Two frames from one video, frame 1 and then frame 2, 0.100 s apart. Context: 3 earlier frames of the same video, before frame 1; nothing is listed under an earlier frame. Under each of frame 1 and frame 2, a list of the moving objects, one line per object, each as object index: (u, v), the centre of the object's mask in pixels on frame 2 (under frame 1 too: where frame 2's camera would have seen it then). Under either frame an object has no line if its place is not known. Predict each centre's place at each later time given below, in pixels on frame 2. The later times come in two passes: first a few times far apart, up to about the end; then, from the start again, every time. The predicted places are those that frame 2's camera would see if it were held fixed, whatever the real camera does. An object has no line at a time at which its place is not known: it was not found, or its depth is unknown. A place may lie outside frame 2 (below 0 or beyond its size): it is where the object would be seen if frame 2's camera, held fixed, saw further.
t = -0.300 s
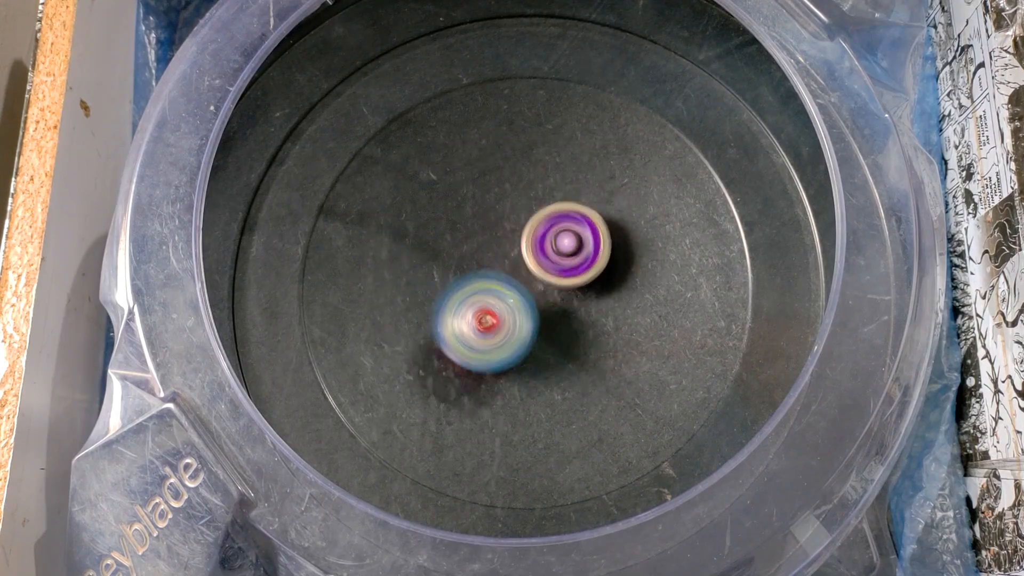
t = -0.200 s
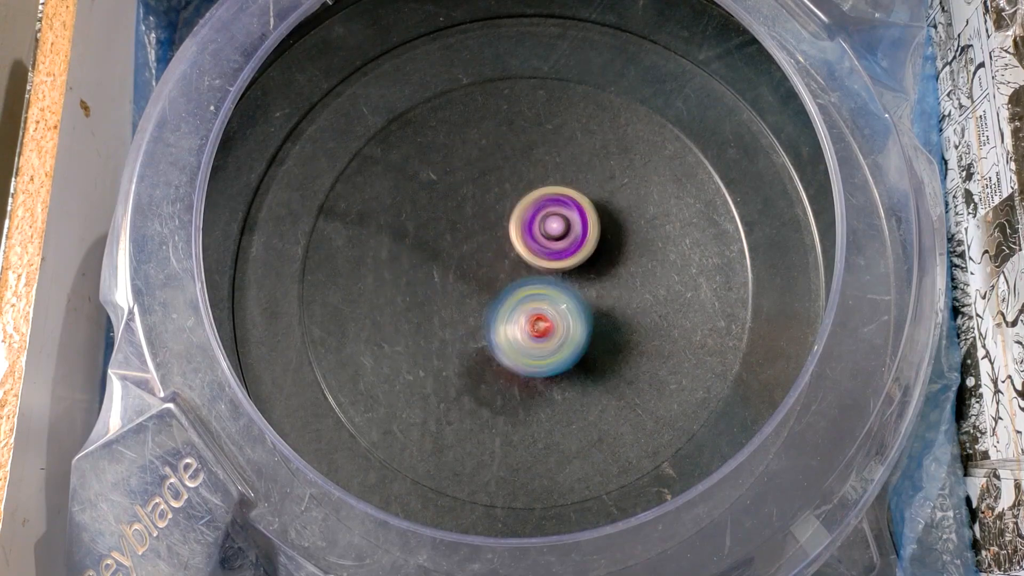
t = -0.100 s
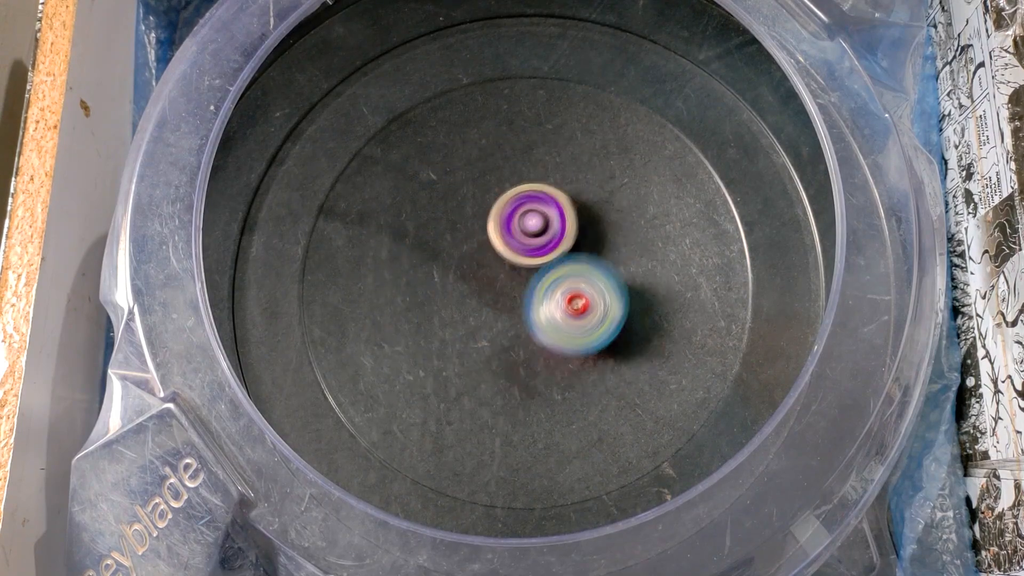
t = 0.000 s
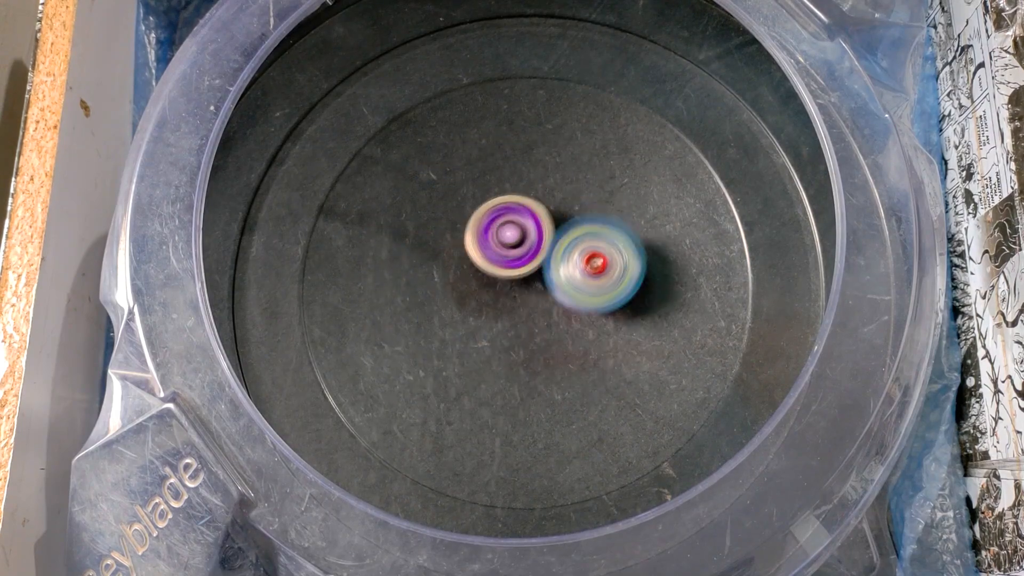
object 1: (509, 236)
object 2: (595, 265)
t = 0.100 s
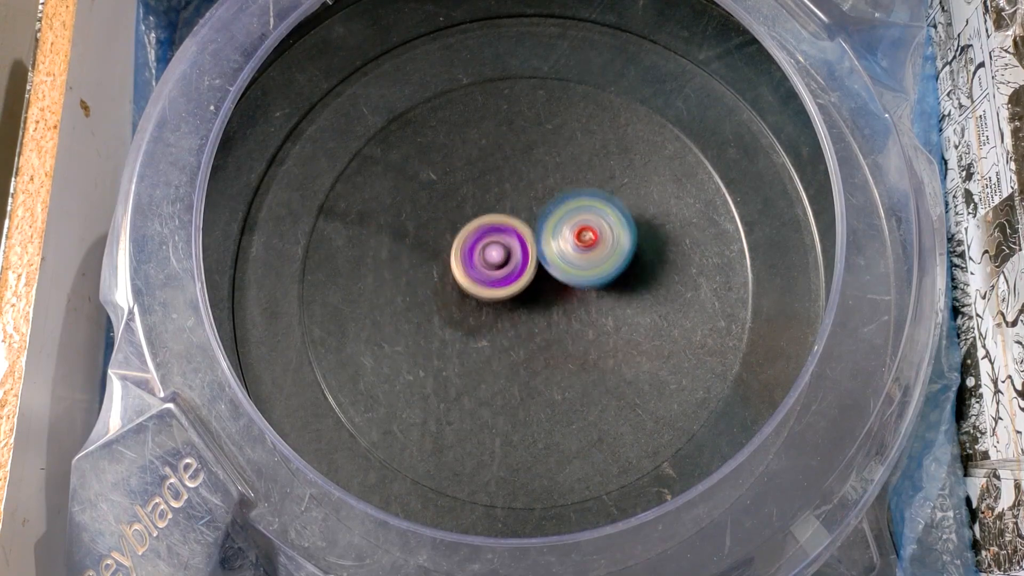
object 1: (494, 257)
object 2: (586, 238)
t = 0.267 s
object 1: (493, 303)
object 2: (540, 224)
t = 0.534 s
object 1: (557, 337)
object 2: (502, 253)
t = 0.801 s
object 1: (583, 274)
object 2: (492, 282)
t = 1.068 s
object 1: (520, 240)
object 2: (466, 318)
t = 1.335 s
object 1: (470, 279)
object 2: (482, 359)
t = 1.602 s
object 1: (485, 306)
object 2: (528, 380)
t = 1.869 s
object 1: (478, 250)
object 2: (577, 346)
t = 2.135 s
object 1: (389, 218)
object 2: (615, 290)
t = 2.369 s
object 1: (258, 149)
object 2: (825, 357)
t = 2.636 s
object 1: (254, 90)
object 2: (818, 250)
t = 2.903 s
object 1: (306, 54)
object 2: (728, 140)
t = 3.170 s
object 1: (358, 32)
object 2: (509, 149)
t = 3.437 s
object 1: (420, 41)
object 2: (362, 309)
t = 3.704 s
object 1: (476, 96)
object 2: (458, 454)
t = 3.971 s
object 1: (467, 234)
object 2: (618, 300)
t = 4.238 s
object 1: (540, 360)
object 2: (522, 124)
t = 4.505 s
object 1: (629, 391)
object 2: (381, 193)
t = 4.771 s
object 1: (637, 362)
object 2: (501, 365)
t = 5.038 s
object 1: (637, 301)
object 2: (526, 324)
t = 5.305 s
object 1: (567, 241)
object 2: (442, 318)
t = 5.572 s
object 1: (473, 245)
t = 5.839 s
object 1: (447, 217)
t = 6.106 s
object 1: (433, 255)
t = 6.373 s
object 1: (251, 290)
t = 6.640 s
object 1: (364, 315)
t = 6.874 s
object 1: (468, 355)
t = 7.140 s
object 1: (565, 374)
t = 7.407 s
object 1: (611, 367)
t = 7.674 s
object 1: (605, 332)
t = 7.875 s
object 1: (578, 288)
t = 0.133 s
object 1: (493, 266)
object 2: (577, 231)
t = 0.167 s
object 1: (489, 276)
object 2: (570, 225)
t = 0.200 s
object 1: (488, 285)
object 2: (561, 223)
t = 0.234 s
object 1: (490, 295)
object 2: (550, 222)
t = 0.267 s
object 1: (493, 303)
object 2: (540, 224)
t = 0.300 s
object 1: (496, 315)
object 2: (534, 223)
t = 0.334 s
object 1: (500, 325)
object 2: (529, 224)
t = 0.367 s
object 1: (508, 331)
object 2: (524, 228)
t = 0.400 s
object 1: (517, 335)
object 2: (519, 233)
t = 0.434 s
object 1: (526, 337)
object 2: (514, 239)
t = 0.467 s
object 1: (537, 337)
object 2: (510, 246)
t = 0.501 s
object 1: (546, 336)
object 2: (507, 252)
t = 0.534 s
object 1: (557, 337)
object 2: (502, 253)
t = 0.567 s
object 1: (565, 335)
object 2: (498, 255)
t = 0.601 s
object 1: (572, 329)
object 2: (495, 258)
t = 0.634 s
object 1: (578, 322)
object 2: (494, 262)
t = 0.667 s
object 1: (582, 314)
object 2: (494, 266)
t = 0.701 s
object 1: (585, 304)
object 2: (495, 272)
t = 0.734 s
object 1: (586, 294)
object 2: (496, 276)
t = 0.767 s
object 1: (586, 284)
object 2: (494, 279)
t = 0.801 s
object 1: (583, 274)
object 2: (492, 282)
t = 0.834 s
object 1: (578, 266)
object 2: (487, 285)
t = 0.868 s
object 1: (571, 259)
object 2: (485, 288)
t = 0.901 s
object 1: (562, 254)
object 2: (483, 292)
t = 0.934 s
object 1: (555, 249)
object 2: (479, 295)
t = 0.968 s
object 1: (546, 245)
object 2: (478, 299)
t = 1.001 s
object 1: (537, 243)
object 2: (475, 303)
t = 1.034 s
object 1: (529, 240)
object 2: (469, 310)
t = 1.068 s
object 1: (520, 240)
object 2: (466, 318)
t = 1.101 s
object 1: (511, 243)
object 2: (465, 322)
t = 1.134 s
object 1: (501, 246)
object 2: (468, 326)
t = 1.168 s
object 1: (493, 251)
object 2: (470, 329)
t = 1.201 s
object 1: (487, 254)
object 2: (470, 336)
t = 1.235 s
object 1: (482, 259)
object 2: (472, 341)
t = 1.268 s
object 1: (477, 265)
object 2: (474, 346)
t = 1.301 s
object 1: (473, 271)
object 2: (477, 354)
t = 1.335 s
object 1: (470, 279)
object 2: (482, 359)
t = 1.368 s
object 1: (468, 285)
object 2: (485, 365)
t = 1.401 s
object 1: (469, 291)
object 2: (491, 372)
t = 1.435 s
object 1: (470, 298)
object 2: (497, 375)
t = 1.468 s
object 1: (473, 299)
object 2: (504, 380)
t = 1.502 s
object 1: (476, 300)
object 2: (507, 383)
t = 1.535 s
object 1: (479, 304)
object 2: (515, 383)
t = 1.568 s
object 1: (482, 308)
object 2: (521, 381)
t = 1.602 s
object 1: (485, 306)
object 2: (528, 380)
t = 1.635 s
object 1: (489, 305)
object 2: (535, 378)
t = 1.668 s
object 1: (493, 303)
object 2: (539, 373)
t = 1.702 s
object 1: (492, 289)
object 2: (549, 376)
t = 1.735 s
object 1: (491, 272)
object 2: (557, 379)
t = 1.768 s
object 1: (489, 262)
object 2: (564, 376)
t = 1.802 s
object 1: (486, 255)
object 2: (569, 368)
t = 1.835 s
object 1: (483, 252)
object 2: (574, 358)
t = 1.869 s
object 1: (478, 250)
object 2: (577, 346)
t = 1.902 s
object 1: (474, 248)
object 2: (578, 332)
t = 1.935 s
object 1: (470, 247)
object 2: (576, 318)
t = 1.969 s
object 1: (466, 247)
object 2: (573, 305)
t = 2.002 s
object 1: (463, 247)
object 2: (568, 292)
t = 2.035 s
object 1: (460, 249)
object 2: (561, 279)
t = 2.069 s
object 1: (458, 251)
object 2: (553, 268)
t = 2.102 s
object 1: (442, 245)
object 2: (560, 269)
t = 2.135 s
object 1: (389, 218)
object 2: (615, 290)
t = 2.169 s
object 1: (344, 194)
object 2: (663, 312)
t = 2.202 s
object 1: (310, 177)
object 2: (707, 330)
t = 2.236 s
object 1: (282, 165)
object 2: (744, 344)
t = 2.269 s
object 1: (266, 155)
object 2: (763, 351)
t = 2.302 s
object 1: (263, 153)
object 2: (791, 361)
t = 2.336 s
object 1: (260, 152)
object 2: (812, 363)
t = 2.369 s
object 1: (258, 149)
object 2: (825, 357)
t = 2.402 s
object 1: (256, 142)
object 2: (815, 342)
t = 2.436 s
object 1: (255, 134)
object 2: (807, 325)
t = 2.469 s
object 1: (245, 122)
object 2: (803, 311)
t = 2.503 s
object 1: (241, 112)
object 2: (804, 299)
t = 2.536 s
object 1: (242, 106)
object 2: (807, 288)
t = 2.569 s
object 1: (247, 101)
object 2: (813, 280)
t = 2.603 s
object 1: (250, 95)
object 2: (820, 267)
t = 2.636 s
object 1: (254, 90)
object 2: (818, 250)
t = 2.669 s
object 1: (259, 85)
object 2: (811, 230)
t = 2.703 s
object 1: (265, 80)
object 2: (796, 207)
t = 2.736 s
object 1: (269, 75)
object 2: (787, 183)
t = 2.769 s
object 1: (276, 70)
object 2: (778, 166)
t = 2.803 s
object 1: (282, 65)
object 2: (768, 156)
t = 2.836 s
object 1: (288, 60)
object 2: (755, 149)
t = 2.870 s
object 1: (300, 59)
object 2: (741, 144)
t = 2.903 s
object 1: (306, 54)
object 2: (728, 140)
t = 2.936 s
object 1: (312, 50)
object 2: (711, 136)
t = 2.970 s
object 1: (318, 46)
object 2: (690, 134)
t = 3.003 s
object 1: (324, 42)
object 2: (665, 132)
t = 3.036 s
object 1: (331, 39)
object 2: (635, 131)
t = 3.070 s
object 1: (337, 36)
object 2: (603, 131)
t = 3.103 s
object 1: (343, 34)
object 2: (571, 133)
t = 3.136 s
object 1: (350, 33)
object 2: (540, 140)
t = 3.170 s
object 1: (358, 32)
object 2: (509, 149)
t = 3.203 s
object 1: (366, 31)
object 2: (480, 162)
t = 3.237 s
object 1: (374, 30)
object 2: (455, 178)
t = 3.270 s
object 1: (383, 30)
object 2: (430, 195)
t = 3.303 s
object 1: (392, 30)
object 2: (410, 215)
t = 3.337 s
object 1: (401, 29)
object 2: (394, 237)
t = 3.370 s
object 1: (410, 30)
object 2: (380, 261)
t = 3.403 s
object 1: (416, 35)
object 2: (370, 284)
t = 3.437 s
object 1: (420, 41)
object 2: (362, 309)
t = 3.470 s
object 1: (427, 47)
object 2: (360, 332)
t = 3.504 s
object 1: (434, 51)
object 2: (363, 355)
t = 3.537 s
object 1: (443, 55)
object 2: (368, 379)
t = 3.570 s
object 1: (452, 59)
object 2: (377, 401)
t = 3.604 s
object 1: (461, 64)
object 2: (389, 421)
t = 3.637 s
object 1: (470, 70)
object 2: (408, 437)
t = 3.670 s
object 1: (475, 82)
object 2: (431, 448)
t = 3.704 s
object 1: (476, 96)
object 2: (458, 454)
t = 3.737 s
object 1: (474, 112)
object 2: (485, 452)
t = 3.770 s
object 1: (471, 127)
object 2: (514, 445)
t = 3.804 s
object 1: (468, 144)
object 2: (541, 429)
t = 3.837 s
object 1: (466, 160)
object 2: (565, 409)
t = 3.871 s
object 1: (465, 177)
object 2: (585, 386)
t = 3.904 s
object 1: (465, 196)
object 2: (602, 359)
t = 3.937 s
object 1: (465, 214)
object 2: (613, 330)
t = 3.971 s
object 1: (467, 234)
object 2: (618, 300)
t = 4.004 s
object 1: (470, 254)
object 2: (619, 271)
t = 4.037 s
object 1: (475, 273)
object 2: (614, 242)
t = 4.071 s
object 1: (482, 292)
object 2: (605, 215)
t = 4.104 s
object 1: (491, 309)
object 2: (594, 191)
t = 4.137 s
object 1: (502, 324)
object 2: (578, 169)
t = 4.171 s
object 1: (513, 338)
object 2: (561, 152)
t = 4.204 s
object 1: (527, 350)
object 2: (543, 136)
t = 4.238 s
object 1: (540, 360)
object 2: (522, 124)
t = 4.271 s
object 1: (554, 368)
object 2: (501, 116)
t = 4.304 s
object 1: (567, 375)
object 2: (478, 110)
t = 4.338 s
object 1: (580, 381)
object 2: (455, 110)
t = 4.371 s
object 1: (592, 385)
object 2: (433, 117)
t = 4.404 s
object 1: (603, 388)
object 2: (413, 129)
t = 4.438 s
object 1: (613, 390)
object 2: (397, 146)
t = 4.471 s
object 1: (622, 391)
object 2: (387, 169)
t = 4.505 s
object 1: (629, 391)
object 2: (381, 193)
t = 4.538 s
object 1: (635, 390)
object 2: (381, 219)
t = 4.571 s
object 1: (639, 387)
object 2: (387, 246)
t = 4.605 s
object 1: (642, 384)
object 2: (397, 273)
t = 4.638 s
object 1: (643, 381)
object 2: (411, 297)
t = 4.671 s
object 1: (644, 378)
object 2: (430, 319)
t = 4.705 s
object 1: (643, 373)
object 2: (451, 338)
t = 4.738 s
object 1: (641, 368)
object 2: (475, 354)
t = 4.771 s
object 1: (637, 362)
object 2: (501, 365)
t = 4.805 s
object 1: (634, 356)
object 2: (528, 371)
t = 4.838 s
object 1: (639, 349)
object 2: (542, 373)
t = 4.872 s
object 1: (644, 342)
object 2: (545, 370)
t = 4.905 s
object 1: (643, 335)
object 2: (551, 363)
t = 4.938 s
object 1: (646, 326)
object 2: (544, 356)
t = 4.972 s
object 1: (647, 318)
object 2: (536, 345)
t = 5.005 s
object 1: (643, 309)
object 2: (530, 334)
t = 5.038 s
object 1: (637, 301)
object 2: (526, 324)
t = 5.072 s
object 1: (630, 292)
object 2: (525, 316)
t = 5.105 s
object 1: (621, 283)
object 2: (524, 309)
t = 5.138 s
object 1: (612, 275)
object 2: (522, 304)
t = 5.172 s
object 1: (609, 265)
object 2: (504, 300)
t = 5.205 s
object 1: (602, 257)
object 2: (486, 301)
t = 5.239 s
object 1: (592, 251)
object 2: (469, 304)
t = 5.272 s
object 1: (580, 245)
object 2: (454, 310)
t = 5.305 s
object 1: (567, 241)
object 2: (442, 318)
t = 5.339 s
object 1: (554, 238)
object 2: (432, 326)
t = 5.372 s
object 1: (541, 237)
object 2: (427, 333)
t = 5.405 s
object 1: (528, 236)
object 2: (428, 338)
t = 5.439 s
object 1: (514, 237)
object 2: (432, 341)
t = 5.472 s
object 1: (502, 240)
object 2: (438, 343)
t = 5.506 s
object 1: (491, 243)
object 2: (445, 342)
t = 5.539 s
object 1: (481, 247)
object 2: (456, 337)
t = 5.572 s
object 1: (473, 245)
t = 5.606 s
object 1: (473, 228)
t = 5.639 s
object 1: (474, 216)
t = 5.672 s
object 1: (473, 210)
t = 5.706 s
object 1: (471, 209)
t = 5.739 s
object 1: (466, 210)
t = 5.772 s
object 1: (459, 212)
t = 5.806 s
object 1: (453, 215)
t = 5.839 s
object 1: (447, 217)
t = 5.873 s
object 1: (441, 220)
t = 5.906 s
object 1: (437, 223)
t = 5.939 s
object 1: (433, 226)
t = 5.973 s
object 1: (430, 230)
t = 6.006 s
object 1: (428, 234)
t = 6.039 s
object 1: (428, 239)
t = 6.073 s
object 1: (430, 249)
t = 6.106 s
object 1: (433, 255)
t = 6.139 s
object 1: (431, 262)
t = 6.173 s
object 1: (362, 274)
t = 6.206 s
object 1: (283, 285)
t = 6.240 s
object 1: (237, 293)
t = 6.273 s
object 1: (180, 309)
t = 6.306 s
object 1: (199, 300)
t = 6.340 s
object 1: (226, 293)
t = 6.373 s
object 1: (251, 290)
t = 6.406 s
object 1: (269, 289)
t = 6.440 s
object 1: (284, 289)
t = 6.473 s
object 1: (297, 290)
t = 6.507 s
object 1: (309, 292)
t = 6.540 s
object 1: (323, 297)
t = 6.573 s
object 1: (337, 302)
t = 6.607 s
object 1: (351, 309)
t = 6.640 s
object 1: (364, 315)
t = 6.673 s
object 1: (379, 322)
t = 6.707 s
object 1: (393, 328)
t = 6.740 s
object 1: (408, 335)
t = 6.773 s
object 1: (423, 340)
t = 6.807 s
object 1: (438, 346)
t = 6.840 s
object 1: (453, 351)
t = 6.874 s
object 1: (468, 355)
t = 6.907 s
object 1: (482, 360)
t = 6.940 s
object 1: (496, 362)
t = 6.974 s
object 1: (509, 365)
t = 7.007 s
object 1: (522, 368)
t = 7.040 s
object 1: (534, 370)
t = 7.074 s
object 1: (545, 372)
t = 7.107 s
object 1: (555, 373)
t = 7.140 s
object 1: (565, 374)
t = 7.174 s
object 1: (574, 375)
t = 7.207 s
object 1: (582, 375)
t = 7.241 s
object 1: (588, 375)
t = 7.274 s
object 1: (596, 374)
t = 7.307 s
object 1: (601, 373)
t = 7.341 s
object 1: (605, 372)
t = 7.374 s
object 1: (609, 369)
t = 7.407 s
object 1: (611, 367)
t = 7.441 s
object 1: (614, 364)
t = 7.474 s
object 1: (616, 361)
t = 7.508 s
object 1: (615, 357)
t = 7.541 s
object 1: (615, 353)
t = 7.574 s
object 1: (613, 349)
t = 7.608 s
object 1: (610, 344)
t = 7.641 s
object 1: (608, 338)
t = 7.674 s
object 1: (605, 332)
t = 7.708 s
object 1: (601, 326)
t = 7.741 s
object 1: (598, 318)
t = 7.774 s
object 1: (593, 311)
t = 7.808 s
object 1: (589, 304)
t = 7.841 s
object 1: (584, 296)
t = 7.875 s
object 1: (578, 288)
